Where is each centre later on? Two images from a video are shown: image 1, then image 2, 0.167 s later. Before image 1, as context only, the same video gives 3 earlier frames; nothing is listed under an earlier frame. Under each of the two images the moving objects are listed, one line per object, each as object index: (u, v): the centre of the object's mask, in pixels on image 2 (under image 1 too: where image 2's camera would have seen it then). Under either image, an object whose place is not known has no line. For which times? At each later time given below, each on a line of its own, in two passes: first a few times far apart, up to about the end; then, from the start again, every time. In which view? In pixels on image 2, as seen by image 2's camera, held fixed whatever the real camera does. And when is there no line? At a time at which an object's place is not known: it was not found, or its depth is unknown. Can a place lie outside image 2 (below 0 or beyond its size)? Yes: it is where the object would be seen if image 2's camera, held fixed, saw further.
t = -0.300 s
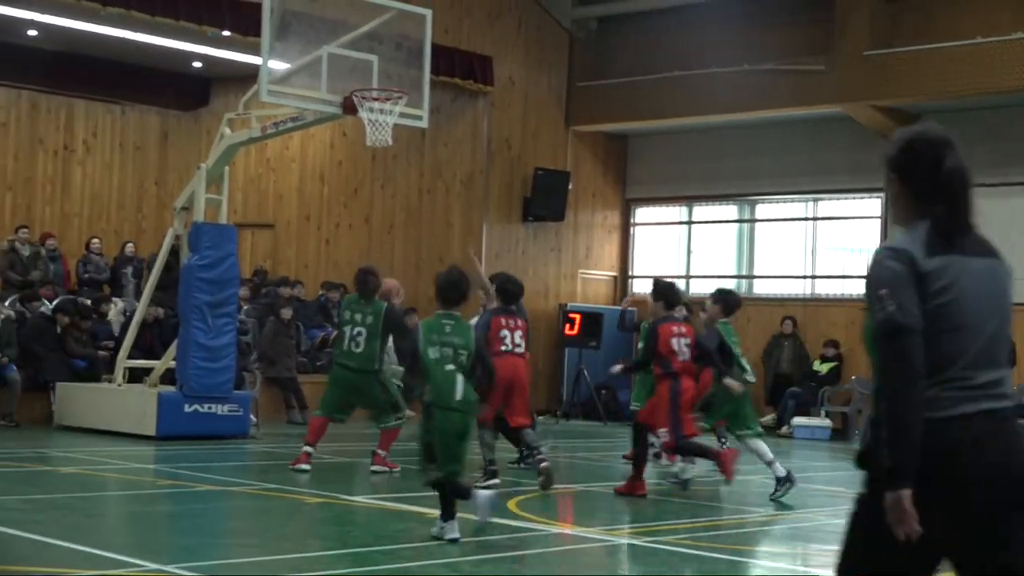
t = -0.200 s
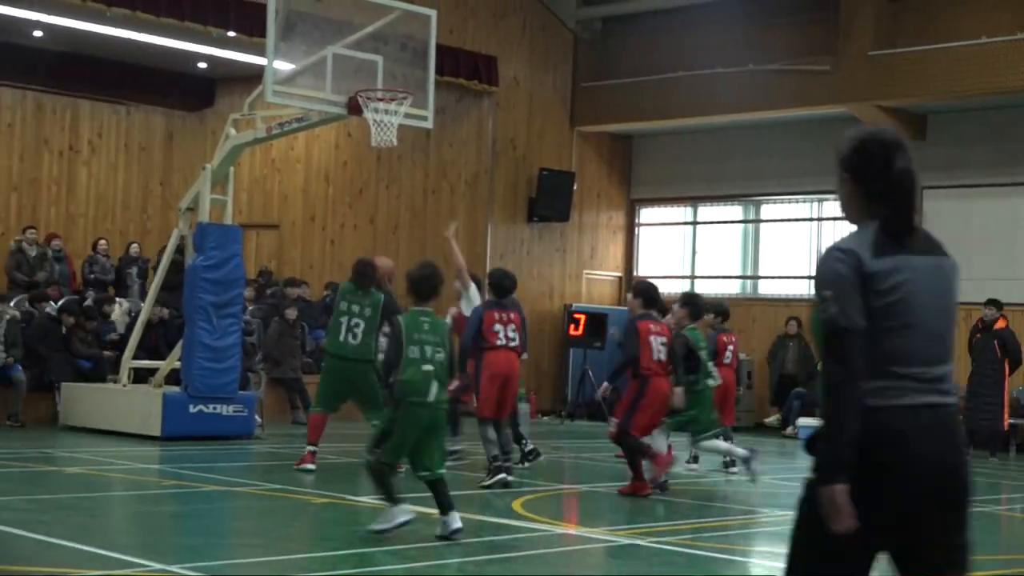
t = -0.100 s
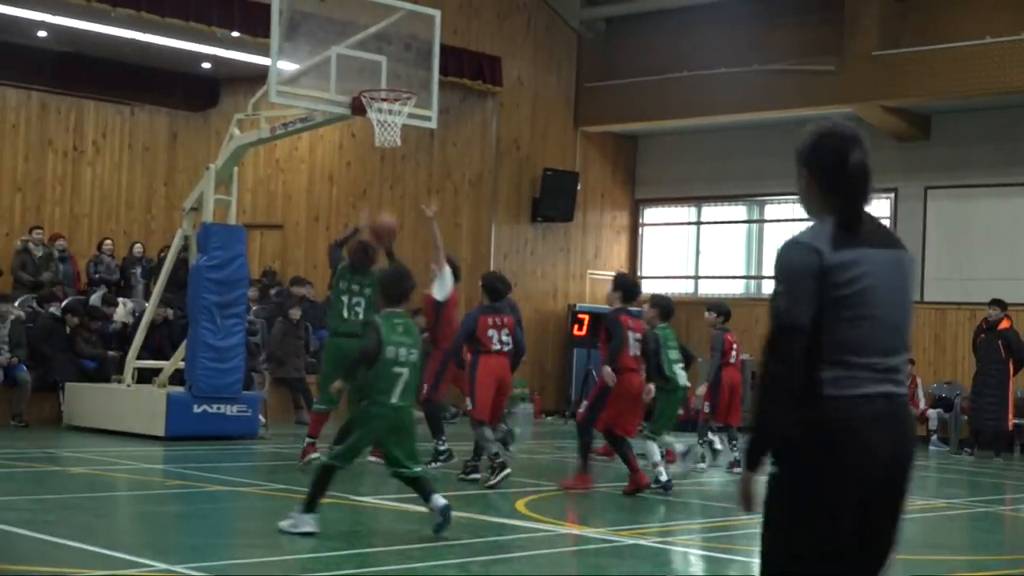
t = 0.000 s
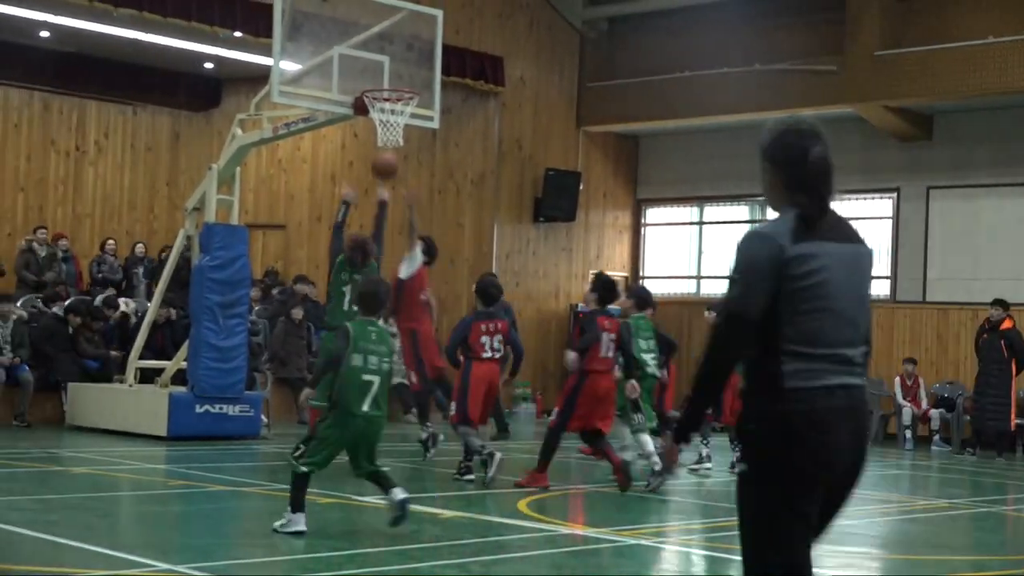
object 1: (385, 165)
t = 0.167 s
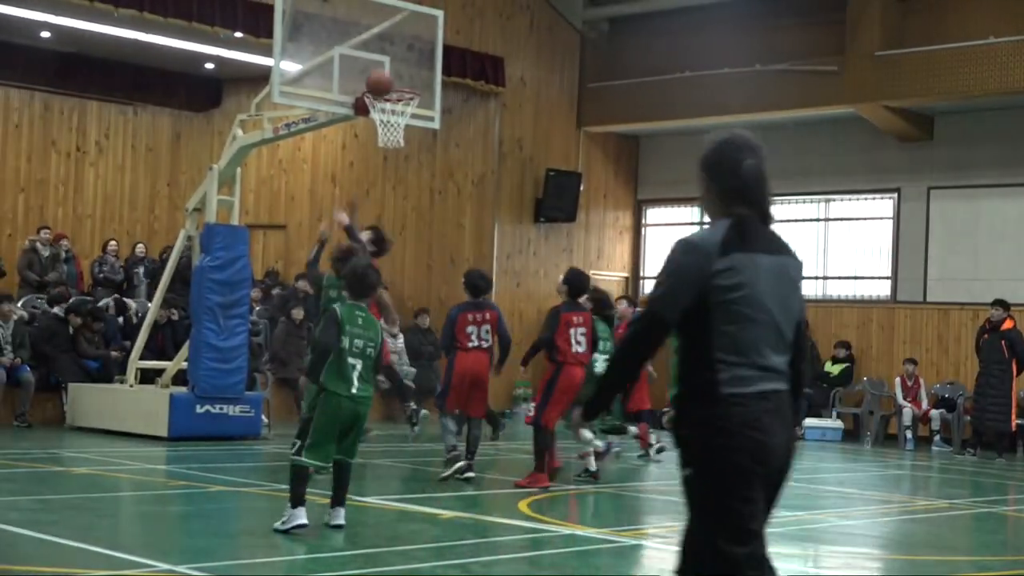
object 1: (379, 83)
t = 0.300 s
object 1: (374, 45)
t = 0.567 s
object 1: (367, 35)
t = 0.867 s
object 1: (393, 93)
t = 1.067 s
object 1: (370, 109)
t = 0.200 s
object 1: (378, 73)
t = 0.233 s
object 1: (377, 61)
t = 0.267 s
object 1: (376, 52)
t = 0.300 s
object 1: (374, 45)
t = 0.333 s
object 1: (373, 40)
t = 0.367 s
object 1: (371, 35)
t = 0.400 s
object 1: (370, 31)
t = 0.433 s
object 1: (369, 30)
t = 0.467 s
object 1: (367, 30)
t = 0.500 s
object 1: (365, 30)
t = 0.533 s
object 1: (363, 32)
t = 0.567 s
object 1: (367, 35)
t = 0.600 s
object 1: (374, 38)
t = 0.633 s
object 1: (379, 44)
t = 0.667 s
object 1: (386, 50)
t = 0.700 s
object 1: (391, 58)
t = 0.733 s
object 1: (396, 67)
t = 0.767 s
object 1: (402, 76)
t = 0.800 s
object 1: (408, 84)
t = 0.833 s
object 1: (400, 84)
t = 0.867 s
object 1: (393, 93)
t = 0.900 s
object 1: (383, 100)
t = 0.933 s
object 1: (372, 105)
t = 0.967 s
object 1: (371, 107)
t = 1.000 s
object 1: (370, 109)
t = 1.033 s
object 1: (370, 107)
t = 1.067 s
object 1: (370, 109)
